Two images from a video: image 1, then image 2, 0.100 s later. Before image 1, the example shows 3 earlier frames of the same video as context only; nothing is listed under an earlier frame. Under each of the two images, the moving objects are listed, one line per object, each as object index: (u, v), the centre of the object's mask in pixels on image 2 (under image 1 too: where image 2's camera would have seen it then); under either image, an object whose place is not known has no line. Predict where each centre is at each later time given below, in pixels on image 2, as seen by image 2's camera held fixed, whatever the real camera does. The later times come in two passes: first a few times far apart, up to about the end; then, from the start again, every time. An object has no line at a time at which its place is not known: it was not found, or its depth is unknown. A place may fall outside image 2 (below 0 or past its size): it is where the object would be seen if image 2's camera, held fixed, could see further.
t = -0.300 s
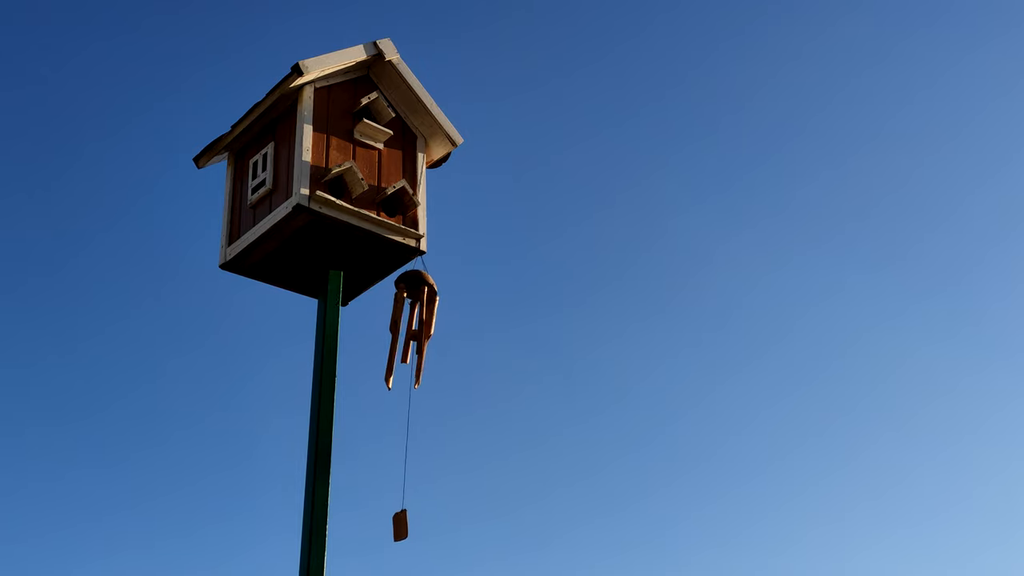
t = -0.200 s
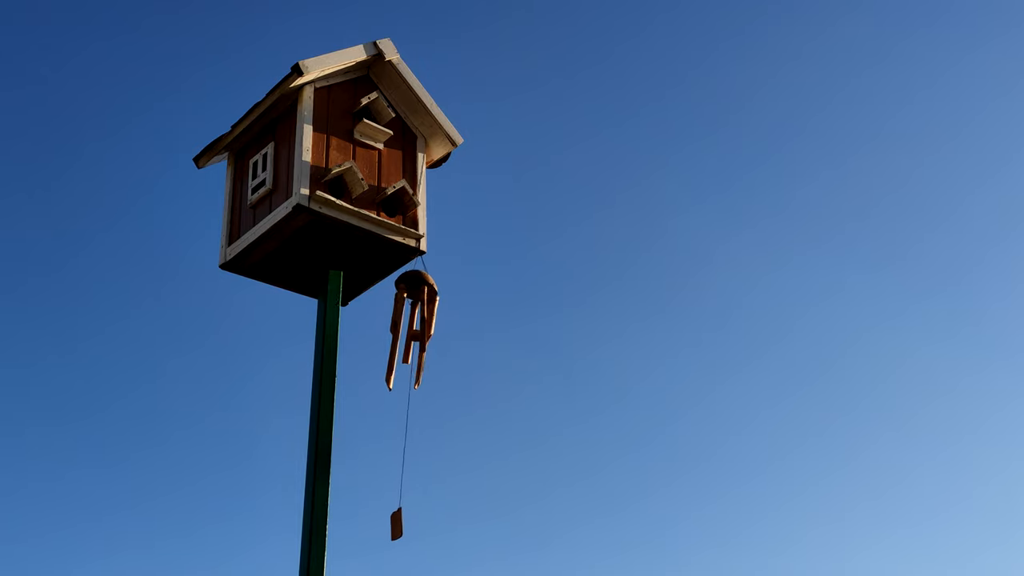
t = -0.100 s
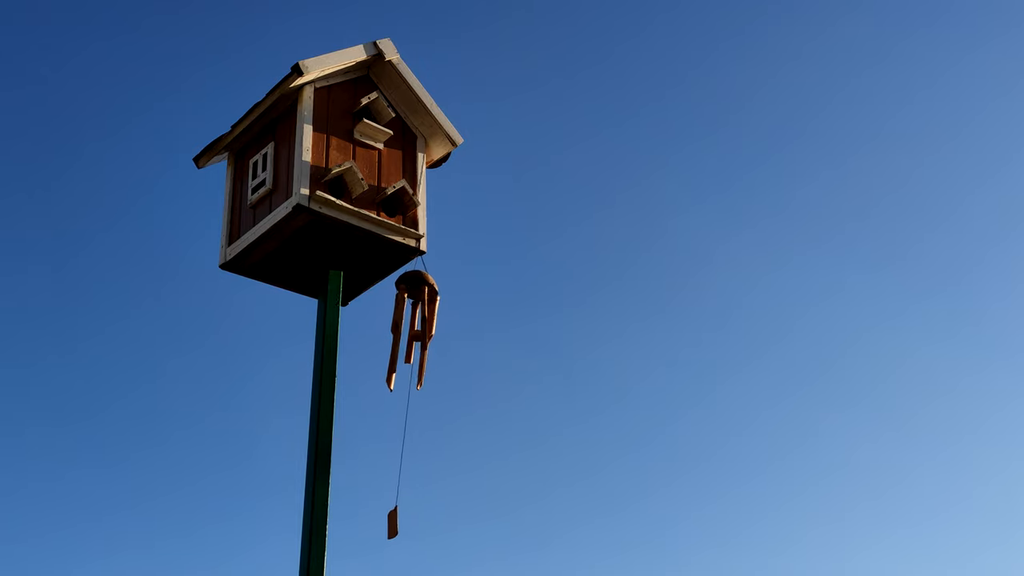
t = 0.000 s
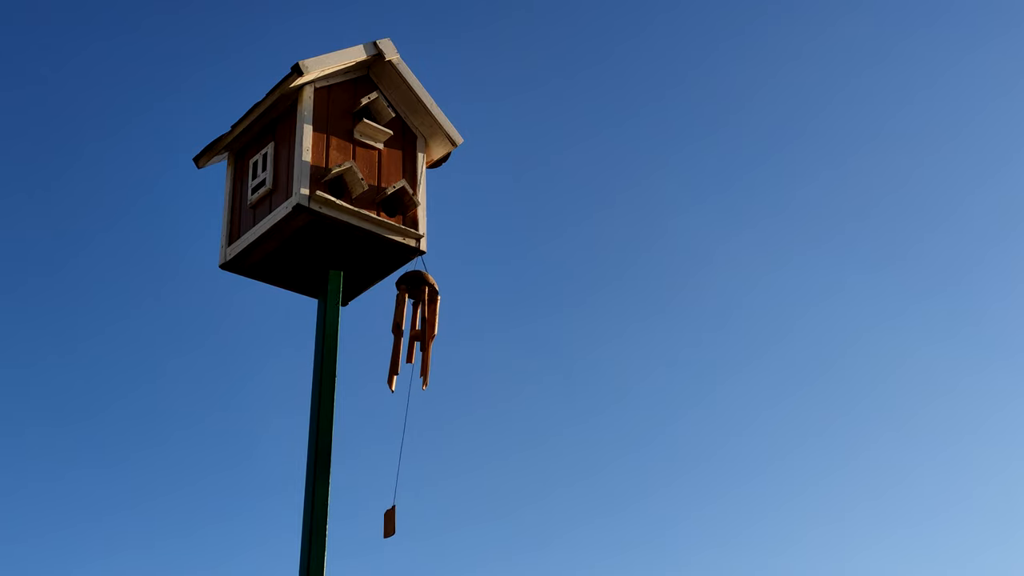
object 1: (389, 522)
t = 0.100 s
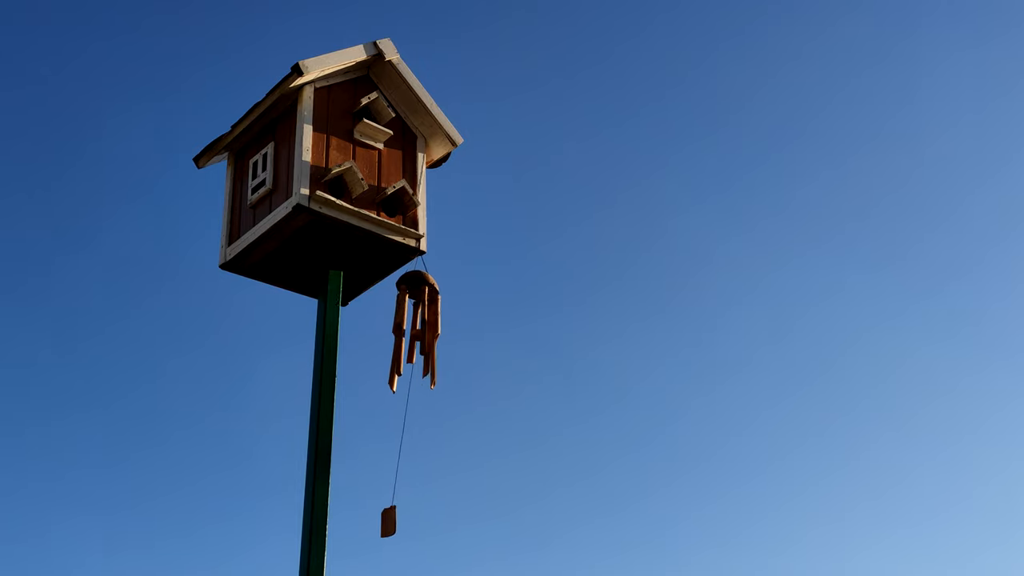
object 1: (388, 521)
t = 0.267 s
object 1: (392, 522)
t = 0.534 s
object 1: (408, 525)
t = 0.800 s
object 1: (424, 526)
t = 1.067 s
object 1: (423, 524)
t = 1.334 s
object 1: (409, 522)
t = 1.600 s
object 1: (393, 520)
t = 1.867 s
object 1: (389, 519)
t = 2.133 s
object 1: (401, 521)
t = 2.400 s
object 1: (416, 520)
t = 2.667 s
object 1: (415, 511)
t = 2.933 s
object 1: (398, 505)
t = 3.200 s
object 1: (392, 513)
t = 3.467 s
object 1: (407, 524)
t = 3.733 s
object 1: (415, 527)
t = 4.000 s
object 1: (411, 526)
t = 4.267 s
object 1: (402, 526)
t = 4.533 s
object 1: (383, 522)
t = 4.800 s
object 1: (375, 518)
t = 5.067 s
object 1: (394, 520)
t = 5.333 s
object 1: (417, 520)
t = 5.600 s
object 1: (414, 521)
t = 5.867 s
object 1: (382, 524)
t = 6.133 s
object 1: (358, 523)
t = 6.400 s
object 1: (374, 526)
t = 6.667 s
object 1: (408, 523)
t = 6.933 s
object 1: (419, 516)
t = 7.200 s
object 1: (410, 520)
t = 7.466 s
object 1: (392, 528)
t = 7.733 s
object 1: (375, 527)
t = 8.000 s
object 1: (375, 523)
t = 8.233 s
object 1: (396, 521)
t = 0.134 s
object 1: (389, 522)
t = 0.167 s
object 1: (389, 522)
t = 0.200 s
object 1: (390, 522)
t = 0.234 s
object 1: (391, 522)
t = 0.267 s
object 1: (392, 522)
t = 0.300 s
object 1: (393, 522)
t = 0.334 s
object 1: (395, 523)
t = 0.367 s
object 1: (396, 523)
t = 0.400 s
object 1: (399, 523)
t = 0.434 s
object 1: (401, 524)
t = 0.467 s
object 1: (403, 524)
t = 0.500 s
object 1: (405, 525)
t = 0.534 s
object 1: (408, 525)
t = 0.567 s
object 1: (410, 525)
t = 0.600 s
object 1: (413, 526)
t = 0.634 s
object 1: (415, 526)
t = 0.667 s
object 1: (417, 526)
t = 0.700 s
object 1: (419, 526)
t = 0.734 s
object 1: (421, 526)
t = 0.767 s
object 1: (423, 526)
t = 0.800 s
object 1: (424, 526)
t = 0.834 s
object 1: (425, 525)
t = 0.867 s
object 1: (426, 525)
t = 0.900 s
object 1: (426, 524)
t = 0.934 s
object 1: (426, 525)
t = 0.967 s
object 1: (426, 524)
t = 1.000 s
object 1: (425, 524)
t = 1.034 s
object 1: (424, 524)
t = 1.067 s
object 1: (423, 524)
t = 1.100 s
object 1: (421, 523)
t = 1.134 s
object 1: (420, 524)
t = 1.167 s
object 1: (418, 523)
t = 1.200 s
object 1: (416, 523)
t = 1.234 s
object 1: (415, 523)
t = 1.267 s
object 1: (413, 523)
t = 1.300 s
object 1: (411, 523)
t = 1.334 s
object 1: (409, 522)
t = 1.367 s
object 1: (407, 522)
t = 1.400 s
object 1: (405, 522)
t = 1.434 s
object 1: (402, 521)
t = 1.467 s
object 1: (400, 521)
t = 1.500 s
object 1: (398, 521)
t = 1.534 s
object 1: (396, 521)
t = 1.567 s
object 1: (395, 520)
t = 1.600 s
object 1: (393, 520)
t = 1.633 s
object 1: (392, 520)
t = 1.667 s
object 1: (391, 520)
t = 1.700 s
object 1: (390, 520)
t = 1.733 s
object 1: (389, 520)
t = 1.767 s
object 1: (389, 519)
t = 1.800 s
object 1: (388, 519)
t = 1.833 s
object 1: (389, 519)
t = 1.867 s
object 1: (389, 519)
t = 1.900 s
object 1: (390, 519)
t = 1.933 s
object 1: (391, 519)
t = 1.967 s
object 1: (392, 519)
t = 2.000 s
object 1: (394, 519)
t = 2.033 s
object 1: (395, 519)
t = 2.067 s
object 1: (397, 520)
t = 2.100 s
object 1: (399, 520)
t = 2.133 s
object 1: (401, 521)
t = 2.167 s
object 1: (403, 521)
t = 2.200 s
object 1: (405, 521)
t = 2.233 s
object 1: (407, 521)
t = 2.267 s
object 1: (409, 521)
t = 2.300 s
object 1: (411, 522)
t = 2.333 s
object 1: (413, 521)
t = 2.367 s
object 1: (415, 521)
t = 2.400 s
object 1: (416, 520)
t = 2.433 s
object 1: (417, 520)
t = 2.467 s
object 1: (418, 519)
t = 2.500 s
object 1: (418, 518)
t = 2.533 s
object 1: (418, 517)
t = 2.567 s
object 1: (418, 516)
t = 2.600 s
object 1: (417, 514)
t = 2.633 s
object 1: (416, 513)
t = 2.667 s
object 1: (415, 511)
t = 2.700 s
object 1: (413, 510)
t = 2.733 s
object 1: (412, 509)
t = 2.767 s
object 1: (410, 508)
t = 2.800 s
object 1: (407, 507)
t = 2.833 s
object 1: (405, 506)
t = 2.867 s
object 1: (403, 505)
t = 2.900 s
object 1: (401, 505)
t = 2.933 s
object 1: (398, 505)
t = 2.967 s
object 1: (396, 505)
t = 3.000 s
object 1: (395, 506)
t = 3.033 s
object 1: (393, 507)
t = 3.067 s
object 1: (392, 507)
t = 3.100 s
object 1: (391, 509)
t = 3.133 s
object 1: (391, 510)
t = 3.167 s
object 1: (391, 512)
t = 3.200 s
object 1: (392, 513)
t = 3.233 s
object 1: (393, 515)
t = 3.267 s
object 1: (395, 517)
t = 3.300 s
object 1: (397, 518)
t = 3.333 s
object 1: (399, 519)
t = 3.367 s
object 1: (401, 521)
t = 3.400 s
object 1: (403, 522)
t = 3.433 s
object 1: (405, 523)
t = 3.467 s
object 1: (407, 524)
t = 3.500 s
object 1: (409, 524)
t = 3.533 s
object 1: (411, 525)
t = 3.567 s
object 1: (412, 525)
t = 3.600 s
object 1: (413, 526)
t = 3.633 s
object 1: (414, 526)
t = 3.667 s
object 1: (415, 526)
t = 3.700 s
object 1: (415, 526)
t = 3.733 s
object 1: (415, 527)
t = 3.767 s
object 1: (415, 527)
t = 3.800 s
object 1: (415, 526)
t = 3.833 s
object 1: (414, 526)
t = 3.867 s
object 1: (414, 525)
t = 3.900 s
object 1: (413, 525)
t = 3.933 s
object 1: (413, 525)
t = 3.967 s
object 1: (412, 525)
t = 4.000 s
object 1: (411, 526)
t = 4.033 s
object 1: (411, 525)
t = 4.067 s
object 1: (410, 526)
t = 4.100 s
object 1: (409, 525)
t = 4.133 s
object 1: (408, 526)
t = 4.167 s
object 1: (407, 526)
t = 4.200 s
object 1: (406, 526)
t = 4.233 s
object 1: (404, 525)
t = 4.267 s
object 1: (402, 526)
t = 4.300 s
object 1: (400, 526)
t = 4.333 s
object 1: (398, 525)
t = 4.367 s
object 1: (396, 525)
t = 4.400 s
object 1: (393, 525)
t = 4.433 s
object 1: (391, 524)
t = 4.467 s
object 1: (388, 523)
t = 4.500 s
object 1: (385, 522)
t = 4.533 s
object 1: (383, 522)
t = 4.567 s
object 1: (380, 521)
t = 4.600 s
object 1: (378, 521)
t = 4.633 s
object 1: (376, 520)
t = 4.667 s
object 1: (375, 519)
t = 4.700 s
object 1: (374, 518)
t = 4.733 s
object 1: (374, 518)
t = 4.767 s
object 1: (374, 518)
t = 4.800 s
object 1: (375, 518)
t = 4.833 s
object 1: (376, 517)
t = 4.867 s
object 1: (378, 518)
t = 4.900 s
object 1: (380, 518)
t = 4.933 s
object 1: (383, 518)
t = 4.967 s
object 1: (385, 518)
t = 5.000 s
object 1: (388, 519)
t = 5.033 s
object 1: (391, 519)
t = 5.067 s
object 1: (394, 520)
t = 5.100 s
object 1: (398, 520)
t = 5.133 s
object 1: (401, 520)
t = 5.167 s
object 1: (404, 520)
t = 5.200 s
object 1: (407, 520)
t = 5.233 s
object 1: (410, 520)
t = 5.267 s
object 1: (413, 520)
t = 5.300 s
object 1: (415, 520)
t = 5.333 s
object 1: (417, 520)
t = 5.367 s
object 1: (418, 520)
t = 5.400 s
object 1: (419, 520)
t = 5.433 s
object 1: (420, 520)
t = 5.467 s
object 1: (420, 520)
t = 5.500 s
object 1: (419, 520)
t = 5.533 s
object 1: (418, 520)
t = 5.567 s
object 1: (417, 521)
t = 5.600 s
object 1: (414, 521)
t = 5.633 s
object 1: (412, 522)
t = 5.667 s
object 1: (408, 522)
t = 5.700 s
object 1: (405, 523)
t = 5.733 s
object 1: (401, 523)
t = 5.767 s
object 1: (396, 523)
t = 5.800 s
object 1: (392, 524)
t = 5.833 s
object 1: (387, 524)
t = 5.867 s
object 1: (382, 524)
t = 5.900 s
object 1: (377, 524)
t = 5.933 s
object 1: (372, 524)
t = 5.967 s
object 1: (369, 524)
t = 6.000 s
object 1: (365, 524)
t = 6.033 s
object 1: (363, 524)
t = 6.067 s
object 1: (361, 524)
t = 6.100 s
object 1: (359, 523)
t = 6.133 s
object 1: (358, 523)
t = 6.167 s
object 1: (358, 524)
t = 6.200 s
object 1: (358, 524)
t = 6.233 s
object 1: (360, 525)
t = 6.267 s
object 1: (361, 525)
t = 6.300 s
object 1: (364, 526)
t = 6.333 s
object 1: (367, 526)
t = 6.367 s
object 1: (370, 526)
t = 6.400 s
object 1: (374, 526)
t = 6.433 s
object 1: (377, 526)
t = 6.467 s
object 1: (381, 527)
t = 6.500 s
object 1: (386, 527)
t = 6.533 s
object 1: (391, 526)
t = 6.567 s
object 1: (396, 525)
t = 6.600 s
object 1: (400, 524)
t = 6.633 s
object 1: (405, 524)
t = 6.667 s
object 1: (408, 523)
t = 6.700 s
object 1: (411, 522)
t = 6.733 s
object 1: (414, 521)
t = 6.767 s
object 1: (416, 520)
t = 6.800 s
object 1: (417, 519)
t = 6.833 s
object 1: (418, 518)
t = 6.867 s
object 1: (419, 517)
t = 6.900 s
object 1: (419, 516)
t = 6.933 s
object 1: (419, 516)
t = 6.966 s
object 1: (419, 516)
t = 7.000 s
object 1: (418, 516)
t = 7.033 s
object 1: (417, 516)
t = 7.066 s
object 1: (416, 517)
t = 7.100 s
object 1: (415, 517)
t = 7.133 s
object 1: (413, 518)
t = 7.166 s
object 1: (412, 519)
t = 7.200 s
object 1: (410, 520)
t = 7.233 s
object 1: (409, 521)
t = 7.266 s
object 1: (407, 522)
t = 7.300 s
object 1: (405, 523)
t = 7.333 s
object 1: (402, 524)
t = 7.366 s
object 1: (400, 525)
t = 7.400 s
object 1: (397, 526)
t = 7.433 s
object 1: (395, 527)
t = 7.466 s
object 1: (392, 528)
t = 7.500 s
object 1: (390, 527)
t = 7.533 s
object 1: (388, 528)
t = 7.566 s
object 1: (386, 528)
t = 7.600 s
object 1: (383, 528)
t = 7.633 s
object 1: (381, 529)
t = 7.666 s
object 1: (378, 529)
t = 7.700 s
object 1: (376, 528)
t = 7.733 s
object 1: (375, 527)
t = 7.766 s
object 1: (373, 527)
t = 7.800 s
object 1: (372, 526)
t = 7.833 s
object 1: (371, 525)
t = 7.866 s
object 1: (371, 525)
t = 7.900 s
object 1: (371, 524)
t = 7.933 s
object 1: (372, 524)
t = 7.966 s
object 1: (374, 523)
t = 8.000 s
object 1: (375, 523)
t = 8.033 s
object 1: (378, 523)
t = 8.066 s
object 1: (380, 523)
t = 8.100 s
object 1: (384, 523)
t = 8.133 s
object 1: (386, 523)
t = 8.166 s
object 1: (390, 522)
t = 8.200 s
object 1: (393, 522)
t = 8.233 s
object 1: (396, 521)
